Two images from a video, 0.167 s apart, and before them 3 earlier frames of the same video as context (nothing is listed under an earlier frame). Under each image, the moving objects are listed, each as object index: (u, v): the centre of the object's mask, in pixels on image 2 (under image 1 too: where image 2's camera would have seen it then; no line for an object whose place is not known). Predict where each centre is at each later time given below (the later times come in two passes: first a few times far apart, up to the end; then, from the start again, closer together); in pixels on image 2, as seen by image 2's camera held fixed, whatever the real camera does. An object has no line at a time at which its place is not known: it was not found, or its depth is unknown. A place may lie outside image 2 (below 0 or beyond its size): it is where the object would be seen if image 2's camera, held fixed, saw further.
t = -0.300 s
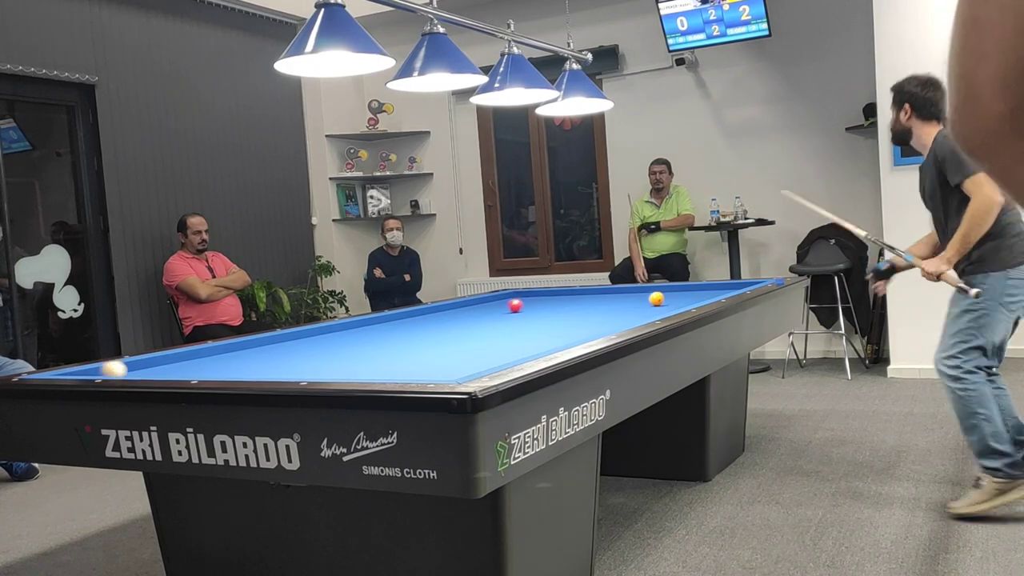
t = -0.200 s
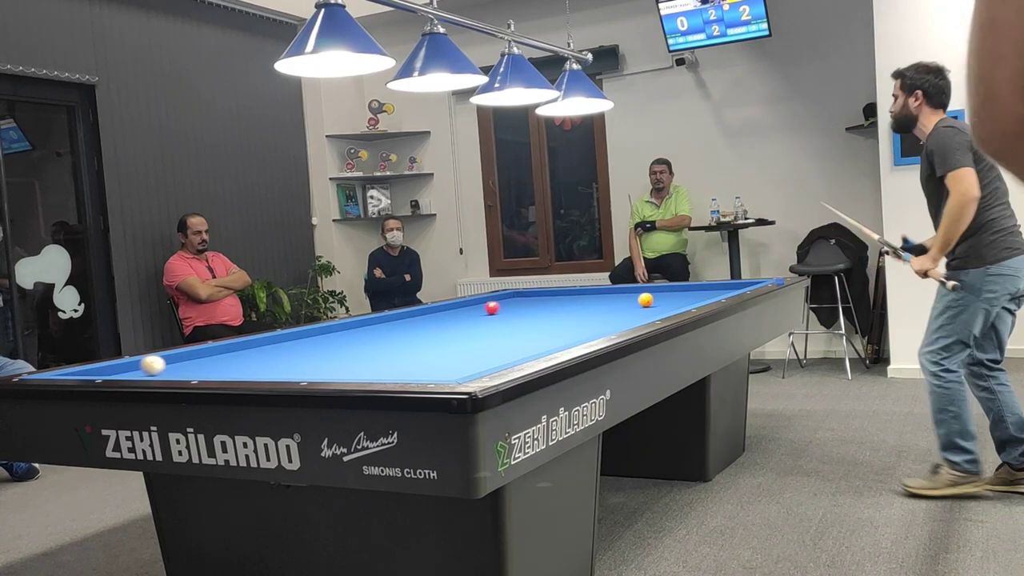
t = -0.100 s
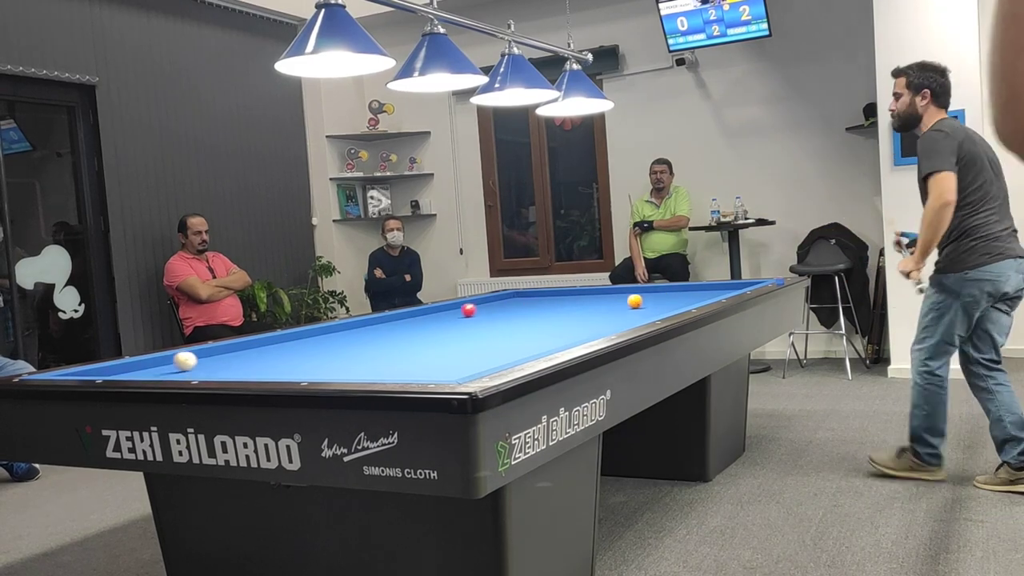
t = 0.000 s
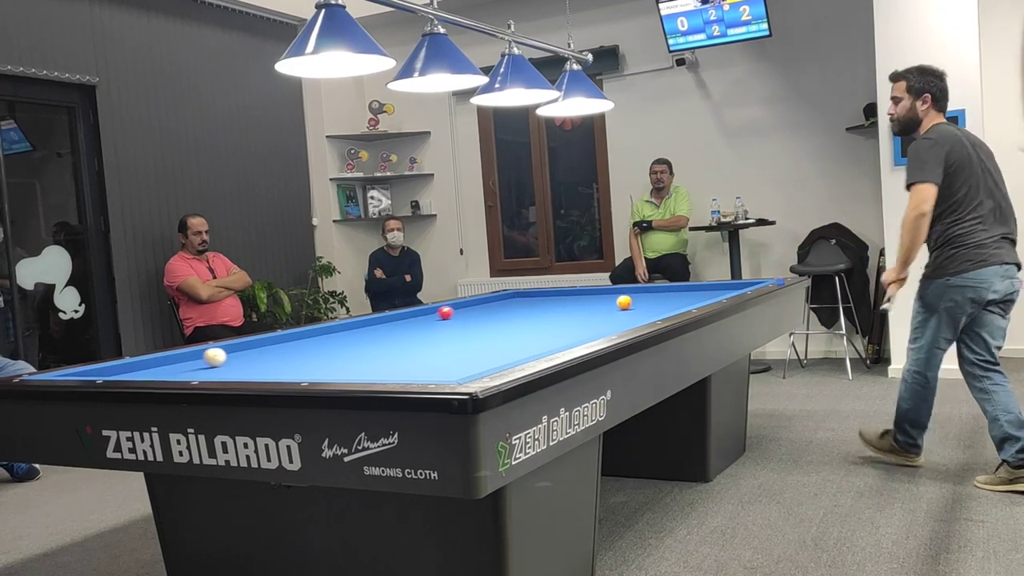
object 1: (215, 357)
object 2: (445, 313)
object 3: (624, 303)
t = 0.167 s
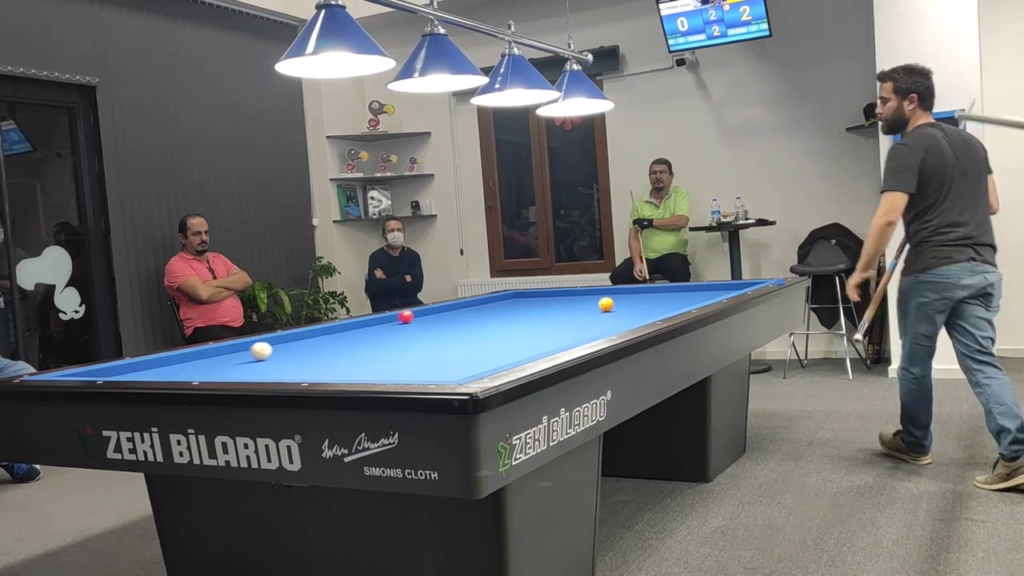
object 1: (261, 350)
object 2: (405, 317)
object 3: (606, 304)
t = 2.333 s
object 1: (651, 295)
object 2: (411, 342)
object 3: (378, 328)
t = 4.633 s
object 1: (719, 293)
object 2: (448, 374)
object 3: (260, 345)
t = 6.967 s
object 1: (635, 311)
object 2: (401, 369)
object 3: (253, 353)
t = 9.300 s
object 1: (576, 321)
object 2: (395, 367)
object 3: (252, 354)
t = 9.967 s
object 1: (566, 323)
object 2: (395, 367)
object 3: (252, 354)
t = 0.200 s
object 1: (270, 349)
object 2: (398, 317)
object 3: (602, 305)
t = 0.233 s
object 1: (279, 348)
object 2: (389, 318)
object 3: (598, 305)
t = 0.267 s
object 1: (287, 347)
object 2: (381, 319)
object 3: (594, 306)
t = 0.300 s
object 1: (296, 345)
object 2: (375, 319)
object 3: (591, 306)
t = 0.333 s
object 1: (304, 345)
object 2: (377, 320)
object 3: (587, 306)
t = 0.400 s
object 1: (320, 342)
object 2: (380, 320)
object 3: (580, 307)
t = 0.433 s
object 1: (328, 341)
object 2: (381, 321)
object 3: (576, 308)
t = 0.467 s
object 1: (336, 340)
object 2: (381, 321)
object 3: (573, 308)
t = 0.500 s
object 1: (344, 339)
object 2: (382, 321)
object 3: (569, 308)
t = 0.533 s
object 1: (351, 338)
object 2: (382, 321)
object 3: (566, 309)
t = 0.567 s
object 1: (359, 337)
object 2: (383, 322)
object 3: (562, 309)
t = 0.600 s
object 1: (366, 335)
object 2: (383, 322)
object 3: (558, 310)
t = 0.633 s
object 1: (373, 334)
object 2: (383, 322)
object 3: (555, 310)
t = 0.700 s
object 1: (388, 332)
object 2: (384, 321)
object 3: (548, 311)
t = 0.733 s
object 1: (395, 331)
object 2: (384, 323)
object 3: (544, 311)
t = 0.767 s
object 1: (402, 330)
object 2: (385, 324)
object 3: (541, 311)
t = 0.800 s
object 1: (409, 329)
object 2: (385, 324)
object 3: (537, 312)
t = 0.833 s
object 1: (415, 329)
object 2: (386, 324)
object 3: (533, 312)
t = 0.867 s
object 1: (422, 327)
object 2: (386, 325)
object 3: (530, 312)
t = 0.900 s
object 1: (429, 326)
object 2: (387, 325)
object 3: (526, 313)
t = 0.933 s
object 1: (435, 325)
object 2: (388, 326)
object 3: (523, 313)
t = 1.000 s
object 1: (448, 324)
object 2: (388, 326)
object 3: (516, 314)
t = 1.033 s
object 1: (454, 323)
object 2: (389, 326)
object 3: (512, 314)
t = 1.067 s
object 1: (461, 322)
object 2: (389, 327)
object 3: (508, 315)
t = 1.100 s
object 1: (466, 321)
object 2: (390, 327)
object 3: (505, 315)
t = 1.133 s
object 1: (472, 320)
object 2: (390, 328)
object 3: (501, 315)
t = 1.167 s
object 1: (478, 319)
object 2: (391, 328)
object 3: (498, 316)
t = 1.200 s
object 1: (484, 319)
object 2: (391, 328)
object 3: (496, 316)
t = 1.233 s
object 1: (490, 317)
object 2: (392, 329)
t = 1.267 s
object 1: (497, 317)
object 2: (393, 329)
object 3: (485, 317)
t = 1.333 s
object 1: (507, 315)
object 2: (393, 330)
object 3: (480, 318)
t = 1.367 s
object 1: (513, 315)
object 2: (394, 330)
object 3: (477, 318)
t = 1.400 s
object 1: (518, 314)
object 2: (395, 331)
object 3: (473, 318)
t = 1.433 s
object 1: (524, 313)
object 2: (395, 331)
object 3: (470, 319)
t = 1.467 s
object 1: (529, 312)
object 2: (396, 332)
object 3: (466, 319)
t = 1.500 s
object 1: (534, 312)
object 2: (396, 332)
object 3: (463, 320)
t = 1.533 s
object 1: (540, 311)
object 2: (397, 332)
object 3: (459, 320)
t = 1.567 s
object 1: (545, 310)
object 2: (397, 333)
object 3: (456, 320)
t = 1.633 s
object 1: (555, 309)
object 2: (398, 333)
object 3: (449, 321)
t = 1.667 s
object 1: (560, 308)
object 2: (399, 334)
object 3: (446, 321)
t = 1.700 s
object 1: (565, 307)
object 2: (399, 334)
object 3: (442, 322)
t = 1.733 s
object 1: (570, 307)
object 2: (400, 335)
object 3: (439, 322)
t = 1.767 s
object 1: (575, 306)
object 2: (401, 335)
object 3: (435, 322)
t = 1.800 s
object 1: (580, 305)
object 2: (401, 335)
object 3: (432, 322)
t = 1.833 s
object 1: (585, 305)
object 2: (402, 336)
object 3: (429, 323)
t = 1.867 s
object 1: (590, 304)
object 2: (403, 336)
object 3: (425, 323)
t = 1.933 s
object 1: (599, 302)
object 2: (404, 337)
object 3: (418, 324)
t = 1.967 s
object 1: (603, 302)
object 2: (404, 338)
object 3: (415, 324)
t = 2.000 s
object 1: (608, 301)
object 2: (405, 338)
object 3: (412, 324)
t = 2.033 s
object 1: (612, 300)
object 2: (406, 338)
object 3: (409, 324)
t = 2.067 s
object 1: (617, 300)
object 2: (406, 339)
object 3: (405, 324)
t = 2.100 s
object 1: (621, 299)
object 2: (407, 339)
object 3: (401, 325)
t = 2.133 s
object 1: (625, 299)
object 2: (408, 340)
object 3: (398, 326)
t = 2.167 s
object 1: (630, 298)
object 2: (408, 340)
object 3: (395, 326)
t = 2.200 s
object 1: (634, 297)
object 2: (409, 340)
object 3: (391, 326)
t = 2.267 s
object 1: (643, 296)
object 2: (410, 342)
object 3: (385, 327)
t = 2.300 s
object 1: (646, 295)
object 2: (411, 342)
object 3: (382, 328)
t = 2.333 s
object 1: (651, 295)
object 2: (411, 342)
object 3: (378, 328)
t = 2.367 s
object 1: (655, 294)
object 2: (412, 343)
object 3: (375, 328)
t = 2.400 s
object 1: (659, 294)
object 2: (413, 343)
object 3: (372, 328)
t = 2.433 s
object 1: (663, 293)
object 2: (413, 344)
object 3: (368, 329)
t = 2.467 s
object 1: (666, 292)
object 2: (414, 344)
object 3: (365, 329)
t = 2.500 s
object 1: (670, 292)
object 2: (415, 345)
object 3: (362, 330)
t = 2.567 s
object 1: (678, 291)
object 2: (416, 346)
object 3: (355, 330)
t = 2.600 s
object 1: (682, 290)
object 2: (417, 346)
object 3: (352, 331)
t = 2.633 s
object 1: (686, 290)
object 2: (417, 347)
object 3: (349, 331)
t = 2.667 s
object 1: (690, 289)
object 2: (418, 347)
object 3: (345, 331)
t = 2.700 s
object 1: (693, 289)
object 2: (419, 348)
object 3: (342, 332)
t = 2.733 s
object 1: (697, 288)
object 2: (419, 348)
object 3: (339, 332)
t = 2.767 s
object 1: (700, 288)
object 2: (420, 349)
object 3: (336, 332)
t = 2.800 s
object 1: (704, 287)
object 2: (421, 349)
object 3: (333, 332)
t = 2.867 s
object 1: (711, 286)
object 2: (422, 350)
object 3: (326, 333)
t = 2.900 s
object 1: (714, 286)
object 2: (423, 351)
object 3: (323, 334)
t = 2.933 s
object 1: (718, 285)
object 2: (424, 351)
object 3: (319, 334)
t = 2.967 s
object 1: (721, 285)
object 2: (424, 352)
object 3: (317, 334)
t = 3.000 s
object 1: (724, 284)
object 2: (425, 352)
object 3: (313, 335)
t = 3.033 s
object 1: (725, 285)
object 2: (426, 353)
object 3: (310, 335)
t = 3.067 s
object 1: (725, 285)
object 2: (426, 354)
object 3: (307, 335)
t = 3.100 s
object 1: (725, 285)
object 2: (427, 354)
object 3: (304, 336)
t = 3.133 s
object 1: (725, 285)
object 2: (428, 355)
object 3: (301, 336)
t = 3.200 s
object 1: (726, 286)
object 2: (430, 356)
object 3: (294, 337)
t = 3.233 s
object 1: (726, 286)
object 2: (430, 356)
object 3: (291, 337)
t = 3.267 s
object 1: (726, 286)
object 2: (431, 357)
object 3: (288, 337)
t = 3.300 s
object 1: (727, 286)
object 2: (432, 357)
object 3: (285, 338)
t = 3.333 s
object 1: (727, 286)
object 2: (433, 358)
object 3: (282, 338)
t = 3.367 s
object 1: (727, 286)
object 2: (433, 358)
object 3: (279, 338)
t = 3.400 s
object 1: (727, 287)
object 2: (434, 359)
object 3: (276, 338)
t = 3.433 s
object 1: (727, 287)
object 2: (435, 359)
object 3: (272, 339)
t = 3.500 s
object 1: (728, 287)
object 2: (437, 360)
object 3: (268, 339)
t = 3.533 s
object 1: (728, 287)
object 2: (438, 361)
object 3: (268, 339)
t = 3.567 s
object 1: (728, 287)
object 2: (439, 361)
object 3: (268, 340)
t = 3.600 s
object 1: (728, 287)
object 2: (439, 362)
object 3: (268, 340)
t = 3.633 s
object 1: (729, 288)
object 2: (440, 363)
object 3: (268, 340)
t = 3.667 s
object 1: (729, 288)
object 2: (441, 363)
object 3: (267, 340)
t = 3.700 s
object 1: (729, 288)
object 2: (442, 364)
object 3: (267, 341)
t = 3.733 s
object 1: (729, 288)
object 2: (443, 364)
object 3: (267, 341)
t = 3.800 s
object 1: (730, 288)
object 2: (444, 366)
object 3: (266, 341)
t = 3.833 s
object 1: (730, 288)
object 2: (445, 366)
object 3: (266, 341)
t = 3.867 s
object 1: (730, 288)
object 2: (446, 367)
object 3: (266, 341)
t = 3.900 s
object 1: (730, 289)
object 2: (447, 367)
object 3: (265, 341)
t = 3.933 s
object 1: (731, 289)
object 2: (448, 368)
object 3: (265, 342)
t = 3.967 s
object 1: (731, 289)
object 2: (449, 368)
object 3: (265, 342)
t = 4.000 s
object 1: (731, 289)
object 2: (450, 369)
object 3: (265, 342)
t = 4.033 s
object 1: (731, 289)
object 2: (451, 369)
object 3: (264, 342)
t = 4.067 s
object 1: (731, 289)
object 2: (452, 370)
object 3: (264, 342)
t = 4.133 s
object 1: (732, 289)
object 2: (453, 370)
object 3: (264, 343)
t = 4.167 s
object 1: (732, 289)
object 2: (454, 370)
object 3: (264, 343)
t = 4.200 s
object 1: (732, 290)
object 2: (455, 371)
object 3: (263, 343)
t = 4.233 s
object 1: (732, 290)
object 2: (456, 371)
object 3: (263, 343)
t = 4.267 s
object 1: (732, 290)
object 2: (457, 371)
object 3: (263, 343)
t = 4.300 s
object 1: (731, 290)
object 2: (458, 371)
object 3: (263, 343)
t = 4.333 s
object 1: (730, 290)
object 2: (459, 371)
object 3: (262, 344)
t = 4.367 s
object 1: (729, 290)
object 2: (460, 372)
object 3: (262, 344)
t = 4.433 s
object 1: (726, 291)
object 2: (461, 372)
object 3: (262, 344)
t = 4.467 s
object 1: (725, 291)
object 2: (462, 372)
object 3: (261, 345)
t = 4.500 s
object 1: (724, 292)
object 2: (459, 373)
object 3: (261, 345)
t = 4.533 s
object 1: (722, 293)
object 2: (456, 373)
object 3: (261, 345)
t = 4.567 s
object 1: (721, 293)
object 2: (454, 374)
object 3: (261, 345)
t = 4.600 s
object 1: (720, 293)
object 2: (451, 374)
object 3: (261, 345)
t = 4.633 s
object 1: (719, 293)
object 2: (448, 374)
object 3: (260, 345)
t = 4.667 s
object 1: (717, 293)
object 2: (445, 375)
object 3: (260, 345)
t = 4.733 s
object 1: (715, 294)
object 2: (439, 375)
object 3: (260, 346)
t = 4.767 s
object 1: (714, 294)
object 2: (436, 375)
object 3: (260, 346)
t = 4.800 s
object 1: (713, 295)
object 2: (433, 375)
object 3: (260, 346)
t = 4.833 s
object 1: (711, 295)
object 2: (432, 375)
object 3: (259, 346)
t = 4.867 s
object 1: (710, 295)
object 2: (431, 375)
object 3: (259, 346)
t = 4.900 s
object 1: (709, 296)
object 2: (431, 375)
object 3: (259, 346)
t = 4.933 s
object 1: (708, 296)
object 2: (430, 375)
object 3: (259, 347)
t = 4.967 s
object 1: (706, 296)
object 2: (429, 375)
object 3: (259, 347)
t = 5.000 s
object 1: (705, 296)
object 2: (428, 375)
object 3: (259, 347)
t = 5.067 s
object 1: (703, 297)
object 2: (427, 375)
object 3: (258, 347)
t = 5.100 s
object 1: (701, 297)
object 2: (426, 374)
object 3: (258, 347)
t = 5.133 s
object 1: (700, 298)
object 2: (426, 374)
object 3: (258, 347)
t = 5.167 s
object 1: (699, 298)
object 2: (425, 374)
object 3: (258, 348)
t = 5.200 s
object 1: (697, 298)
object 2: (424, 374)
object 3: (258, 348)
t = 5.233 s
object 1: (696, 298)
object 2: (423, 374)
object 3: (258, 348)
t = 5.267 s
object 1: (695, 299)
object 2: (423, 374)
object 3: (258, 348)
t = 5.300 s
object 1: (694, 299)
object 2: (422, 374)
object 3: (257, 348)
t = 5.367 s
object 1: (691, 299)
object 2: (421, 374)
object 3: (257, 349)
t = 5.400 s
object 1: (690, 300)
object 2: (420, 374)
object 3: (257, 349)
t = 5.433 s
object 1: (689, 300)
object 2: (420, 374)
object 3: (257, 349)
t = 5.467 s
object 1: (687, 300)
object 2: (419, 373)
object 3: (257, 349)
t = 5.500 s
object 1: (686, 300)
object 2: (419, 373)
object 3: (257, 349)
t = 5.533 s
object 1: (685, 300)
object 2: (418, 373)
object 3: (257, 349)
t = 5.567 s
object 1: (684, 301)
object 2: (417, 373)
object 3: (256, 349)
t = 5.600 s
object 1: (683, 301)
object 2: (417, 373)
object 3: (256, 349)
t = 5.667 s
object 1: (680, 301)
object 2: (416, 373)
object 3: (256, 350)
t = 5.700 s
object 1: (679, 302)
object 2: (415, 373)
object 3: (256, 350)
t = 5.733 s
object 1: (677, 302)
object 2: (415, 373)
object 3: (256, 350)
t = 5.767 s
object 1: (676, 303)
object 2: (414, 373)
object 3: (256, 350)
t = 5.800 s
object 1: (675, 303)
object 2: (414, 372)
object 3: (256, 350)
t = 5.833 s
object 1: (674, 303)
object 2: (413, 372)
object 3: (255, 350)
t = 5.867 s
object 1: (673, 303)
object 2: (413, 372)
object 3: (255, 350)
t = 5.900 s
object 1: (672, 303)
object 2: (412, 372)
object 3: (255, 350)
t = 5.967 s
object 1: (669, 304)
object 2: (411, 372)
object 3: (255, 350)
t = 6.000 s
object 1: (668, 304)
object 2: (411, 372)
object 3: (255, 351)
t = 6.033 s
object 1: (667, 305)
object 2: (410, 372)
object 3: (255, 351)
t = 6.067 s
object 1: (666, 305)
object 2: (410, 372)
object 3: (255, 351)
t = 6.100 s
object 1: (664, 305)
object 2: (409, 371)
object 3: (255, 351)
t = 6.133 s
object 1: (663, 305)
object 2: (409, 371)
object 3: (255, 351)
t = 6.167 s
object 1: (662, 306)
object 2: (409, 371)
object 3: (255, 351)
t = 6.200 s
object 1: (661, 306)
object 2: (408, 371)
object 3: (254, 351)
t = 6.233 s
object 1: (660, 306)
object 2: (408, 371)
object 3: (254, 351)
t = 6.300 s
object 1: (657, 307)
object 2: (407, 371)
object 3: (254, 352)
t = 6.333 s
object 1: (656, 307)
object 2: (407, 371)
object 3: (254, 352)
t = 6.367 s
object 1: (655, 307)
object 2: (406, 371)
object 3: (254, 352)
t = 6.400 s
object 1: (654, 307)
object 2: (406, 371)
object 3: (254, 352)
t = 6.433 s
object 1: (653, 307)
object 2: (406, 371)
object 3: (254, 352)
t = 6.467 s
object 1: (652, 308)
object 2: (405, 371)
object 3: (254, 352)
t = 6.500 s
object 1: (650, 308)
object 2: (405, 371)
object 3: (254, 352)
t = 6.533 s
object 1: (649, 308)
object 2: (405, 370)
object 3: (253, 352)
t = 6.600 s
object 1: (647, 308)
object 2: (404, 370)
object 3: (253, 352)
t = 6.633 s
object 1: (646, 308)
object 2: (404, 370)
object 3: (253, 352)
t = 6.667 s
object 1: (645, 309)
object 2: (403, 370)
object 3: (253, 352)
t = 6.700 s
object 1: (644, 309)
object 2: (403, 370)
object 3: (253, 352)
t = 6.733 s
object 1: (642, 309)
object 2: (403, 370)
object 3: (253, 353)
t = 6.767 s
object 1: (641, 310)
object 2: (403, 370)
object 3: (253, 353)
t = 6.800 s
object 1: (640, 310)
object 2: (402, 370)
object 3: (253, 353)
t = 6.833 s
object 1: (639, 310)
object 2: (402, 370)
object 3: (253, 353)
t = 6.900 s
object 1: (637, 310)
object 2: (402, 370)
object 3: (253, 353)
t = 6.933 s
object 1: (636, 310)
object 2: (401, 369)
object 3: (253, 353)
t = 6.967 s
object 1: (635, 311)
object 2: (401, 369)
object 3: (253, 353)
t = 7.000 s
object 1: (634, 311)
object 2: (401, 369)
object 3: (253, 353)
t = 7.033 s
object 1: (633, 311)
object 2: (401, 369)
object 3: (253, 353)
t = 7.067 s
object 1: (632, 311)
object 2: (400, 369)
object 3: (252, 353)
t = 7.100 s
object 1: (631, 311)
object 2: (400, 369)
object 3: (252, 353)
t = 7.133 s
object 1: (630, 312)
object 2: (400, 369)
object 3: (252, 353)
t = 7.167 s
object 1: (628, 312)
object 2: (400, 369)
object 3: (252, 353)
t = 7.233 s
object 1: (626, 312)
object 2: (399, 369)
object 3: (252, 353)
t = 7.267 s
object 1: (625, 312)
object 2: (399, 369)
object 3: (252, 354)
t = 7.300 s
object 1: (624, 313)
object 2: (399, 369)
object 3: (252, 353)
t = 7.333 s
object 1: (623, 313)
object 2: (399, 369)
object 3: (252, 354)
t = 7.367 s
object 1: (622, 313)
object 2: (399, 368)
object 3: (252, 354)
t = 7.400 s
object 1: (621, 313)
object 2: (399, 368)
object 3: (252, 354)
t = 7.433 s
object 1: (620, 313)
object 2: (398, 368)
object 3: (252, 354)
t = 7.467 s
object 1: (619, 313)
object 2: (398, 368)
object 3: (252, 354)
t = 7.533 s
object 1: (617, 314)
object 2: (398, 368)
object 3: (252, 354)
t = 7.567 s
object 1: (616, 314)
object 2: (398, 368)
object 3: (252, 354)
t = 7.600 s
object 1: (615, 314)
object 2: (398, 368)
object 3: (252, 354)
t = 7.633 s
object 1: (614, 314)
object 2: (398, 368)
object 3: (252, 354)
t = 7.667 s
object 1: (613, 314)
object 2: (398, 368)
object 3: (252, 354)
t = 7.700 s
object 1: (612, 315)
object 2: (398, 368)
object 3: (252, 354)
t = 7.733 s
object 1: (612, 315)
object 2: (397, 368)
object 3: (252, 354)
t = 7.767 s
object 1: (611, 315)
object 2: (397, 368)
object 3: (252, 354)
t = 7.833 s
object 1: (609, 315)
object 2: (397, 368)
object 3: (252, 354)
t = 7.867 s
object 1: (608, 315)
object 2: (397, 368)
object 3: (252, 354)
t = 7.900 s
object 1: (607, 316)
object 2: (397, 368)
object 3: (252, 354)
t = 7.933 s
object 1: (606, 316)
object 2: (397, 368)
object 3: (252, 354)
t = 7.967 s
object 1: (605, 316)
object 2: (397, 368)
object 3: (252, 354)
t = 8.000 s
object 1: (604, 316)
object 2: (397, 368)
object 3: (252, 354)
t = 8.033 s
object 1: (603, 316)
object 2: (397, 367)
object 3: (252, 354)
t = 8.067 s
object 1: (602, 316)
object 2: (397, 367)
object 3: (252, 354)
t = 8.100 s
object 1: (601, 317)
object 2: (397, 367)
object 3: (252, 354)
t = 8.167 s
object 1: (600, 317)
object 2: (396, 367)
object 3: (252, 354)
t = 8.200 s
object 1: (599, 317)
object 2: (396, 367)
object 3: (252, 354)
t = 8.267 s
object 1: (597, 317)
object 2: (396, 367)
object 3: (252, 354)
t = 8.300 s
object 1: (597, 318)
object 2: (396, 367)
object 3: (252, 354)
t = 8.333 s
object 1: (596, 318)
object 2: (396, 367)
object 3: (252, 354)
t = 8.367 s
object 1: (595, 318)
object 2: (396, 367)
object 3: (252, 354)
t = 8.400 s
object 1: (594, 318)
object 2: (396, 367)
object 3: (252, 354)
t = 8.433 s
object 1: (593, 318)
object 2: (396, 367)
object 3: (252, 354)
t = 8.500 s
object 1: (592, 319)
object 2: (396, 367)
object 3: (252, 354)
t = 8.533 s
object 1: (591, 319)
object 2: (396, 367)
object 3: (252, 354)
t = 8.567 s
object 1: (591, 319)
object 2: (396, 367)
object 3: (252, 354)
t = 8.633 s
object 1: (589, 319)
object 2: (396, 367)
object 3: (252, 354)
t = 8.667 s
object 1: (588, 319)
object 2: (396, 367)
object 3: (252, 354)
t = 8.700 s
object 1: (588, 319)
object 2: (396, 367)
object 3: (252, 354)
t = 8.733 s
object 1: (587, 319)
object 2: (396, 366)
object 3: (252, 354)
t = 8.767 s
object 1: (586, 319)
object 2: (396, 367)
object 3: (252, 354)
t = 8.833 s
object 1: (585, 320)
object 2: (396, 367)
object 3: (252, 354)
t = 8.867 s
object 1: (584, 320)
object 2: (396, 367)
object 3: (252, 354)
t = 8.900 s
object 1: (583, 320)
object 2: (396, 367)
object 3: (252, 354)
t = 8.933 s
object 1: (583, 320)
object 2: (395, 367)
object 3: (252, 354)
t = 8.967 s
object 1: (582, 320)
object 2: (395, 367)
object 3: (252, 354)
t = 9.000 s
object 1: (581, 320)
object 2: (395, 366)
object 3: (252, 354)
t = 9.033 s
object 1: (581, 320)
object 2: (396, 367)
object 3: (252, 354)
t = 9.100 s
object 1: (580, 321)
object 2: (395, 367)
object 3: (252, 354)
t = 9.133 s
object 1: (579, 321)
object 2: (395, 367)
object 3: (252, 354)
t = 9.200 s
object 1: (578, 321)
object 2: (395, 367)
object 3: (252, 354)
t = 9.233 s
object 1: (577, 321)
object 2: (395, 367)
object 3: (252, 354)
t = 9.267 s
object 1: (576, 321)
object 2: (396, 367)
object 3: (252, 354)
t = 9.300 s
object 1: (576, 321)
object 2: (395, 367)
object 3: (252, 354)
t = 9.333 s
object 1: (575, 321)
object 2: (395, 366)
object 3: (252, 354)
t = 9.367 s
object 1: (575, 321)
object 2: (395, 366)
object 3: (252, 354)
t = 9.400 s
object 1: (574, 322)
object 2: (395, 366)
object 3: (252, 354)
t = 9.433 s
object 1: (573, 322)
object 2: (395, 366)
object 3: (252, 354)
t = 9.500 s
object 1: (573, 322)
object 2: (396, 367)
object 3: (252, 354)
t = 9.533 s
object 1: (572, 322)
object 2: (396, 366)
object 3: (252, 354)
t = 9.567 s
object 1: (572, 322)
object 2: (395, 366)
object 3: (252, 354)
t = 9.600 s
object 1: (571, 322)
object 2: (395, 366)
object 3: (252, 354)
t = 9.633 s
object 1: (570, 322)
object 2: (395, 366)
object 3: (252, 354)
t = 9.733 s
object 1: (569, 322)
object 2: (395, 367)
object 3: (252, 354)
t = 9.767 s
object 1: (569, 323)
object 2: (395, 367)
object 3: (252, 354)
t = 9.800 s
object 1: (568, 323)
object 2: (395, 367)
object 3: (252, 354)
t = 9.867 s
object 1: (567, 323)
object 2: (395, 366)
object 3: (252, 354)
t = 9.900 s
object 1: (567, 323)
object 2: (395, 367)
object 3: (252, 354)
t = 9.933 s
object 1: (567, 323)
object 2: (395, 367)
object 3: (252, 354)
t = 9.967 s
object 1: (566, 323)
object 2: (395, 367)
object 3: (252, 354)
